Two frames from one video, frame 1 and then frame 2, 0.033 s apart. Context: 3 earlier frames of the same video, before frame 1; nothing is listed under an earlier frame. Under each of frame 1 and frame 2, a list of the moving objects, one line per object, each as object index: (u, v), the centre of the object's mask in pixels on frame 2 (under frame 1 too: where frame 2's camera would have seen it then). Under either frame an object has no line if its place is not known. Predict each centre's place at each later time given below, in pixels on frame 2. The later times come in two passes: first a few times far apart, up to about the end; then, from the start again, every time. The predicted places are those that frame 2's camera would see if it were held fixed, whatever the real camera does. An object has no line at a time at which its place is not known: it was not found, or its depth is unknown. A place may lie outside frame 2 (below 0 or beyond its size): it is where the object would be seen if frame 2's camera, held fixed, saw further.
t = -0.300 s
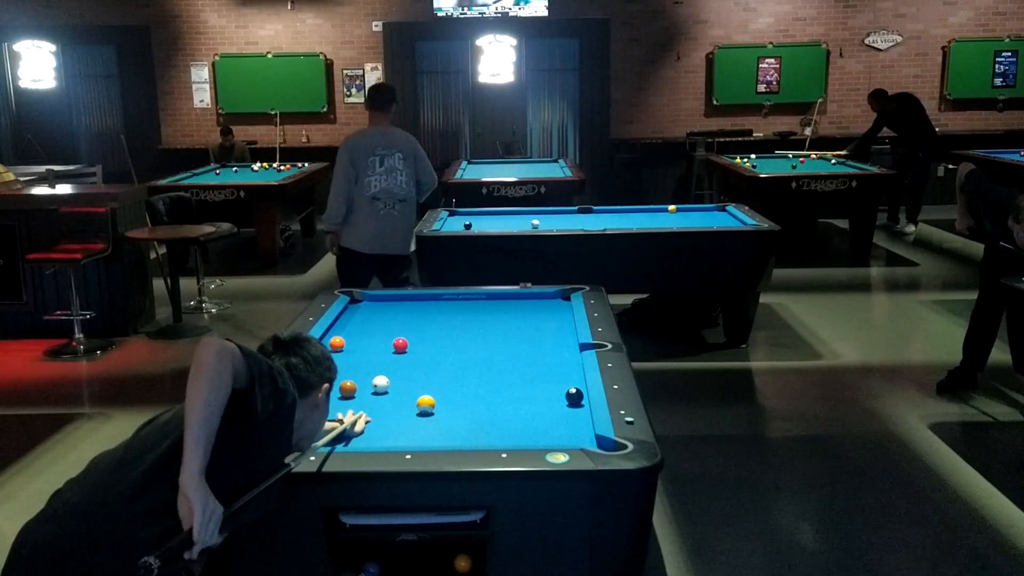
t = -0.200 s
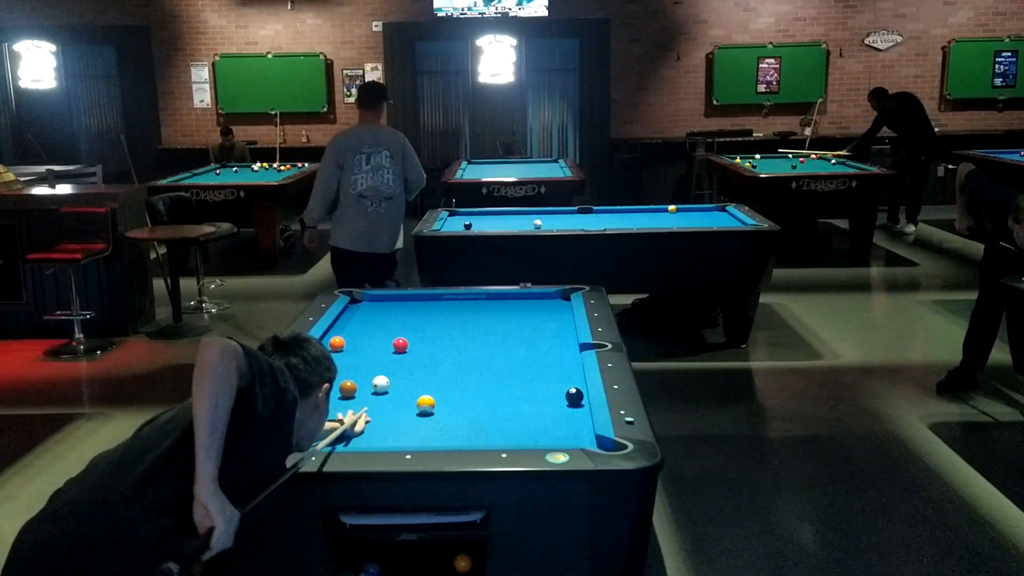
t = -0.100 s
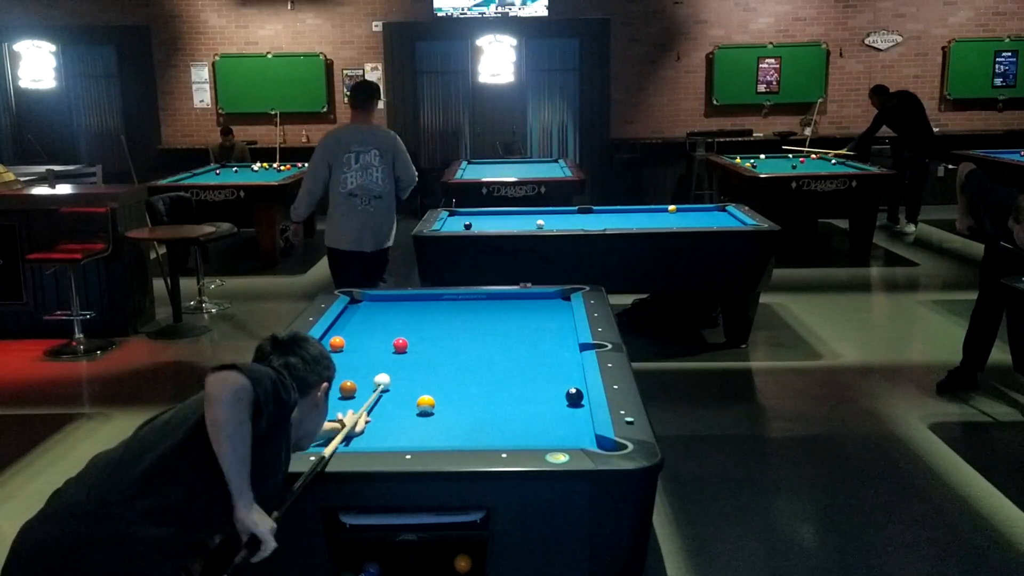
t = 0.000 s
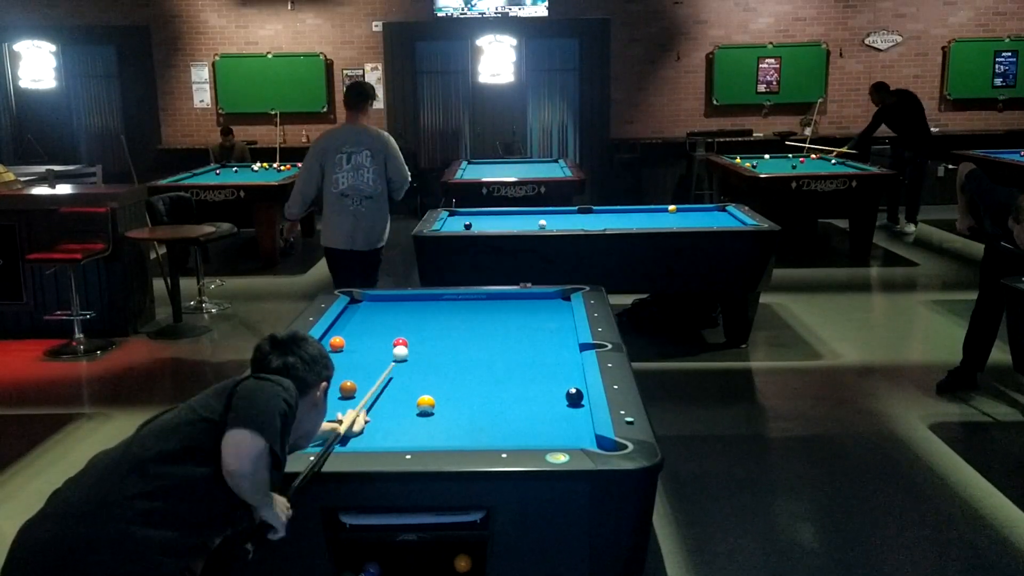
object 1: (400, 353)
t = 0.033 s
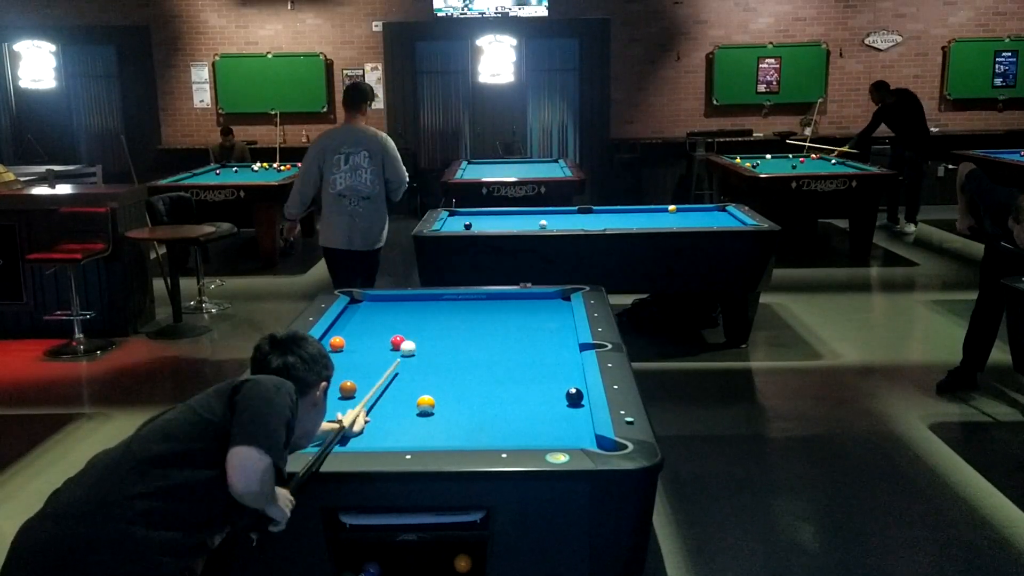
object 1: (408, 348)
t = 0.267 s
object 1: (465, 341)
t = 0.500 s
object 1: (515, 335)
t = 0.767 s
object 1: (568, 329)
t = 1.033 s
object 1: (544, 330)
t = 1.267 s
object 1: (523, 330)
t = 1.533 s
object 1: (501, 331)
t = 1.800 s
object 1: (481, 332)
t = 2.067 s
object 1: (463, 332)
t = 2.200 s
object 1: (454, 332)
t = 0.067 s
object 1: (418, 347)
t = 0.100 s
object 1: (426, 346)
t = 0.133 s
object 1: (435, 345)
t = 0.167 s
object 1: (442, 344)
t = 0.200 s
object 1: (450, 343)
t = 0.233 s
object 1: (457, 342)
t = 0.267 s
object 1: (465, 341)
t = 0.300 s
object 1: (472, 340)
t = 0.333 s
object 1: (479, 340)
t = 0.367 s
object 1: (486, 339)
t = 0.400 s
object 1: (494, 338)
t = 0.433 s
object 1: (501, 337)
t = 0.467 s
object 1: (508, 336)
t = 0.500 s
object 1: (515, 335)
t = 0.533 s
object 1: (522, 335)
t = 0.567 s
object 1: (528, 334)
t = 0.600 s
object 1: (535, 333)
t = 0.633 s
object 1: (542, 332)
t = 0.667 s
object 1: (549, 331)
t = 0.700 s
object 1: (555, 331)
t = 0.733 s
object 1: (562, 330)
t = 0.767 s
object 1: (568, 329)
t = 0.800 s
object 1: (566, 329)
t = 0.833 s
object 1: (562, 329)
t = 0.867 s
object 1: (559, 329)
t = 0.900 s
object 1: (556, 330)
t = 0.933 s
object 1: (553, 330)
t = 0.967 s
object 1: (550, 330)
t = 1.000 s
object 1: (547, 330)
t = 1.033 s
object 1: (544, 330)
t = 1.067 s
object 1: (541, 330)
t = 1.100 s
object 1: (538, 330)
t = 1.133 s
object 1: (535, 330)
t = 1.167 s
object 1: (532, 330)
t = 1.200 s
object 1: (529, 330)
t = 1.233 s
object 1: (526, 330)
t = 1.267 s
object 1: (523, 330)
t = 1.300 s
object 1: (520, 330)
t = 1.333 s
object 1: (517, 331)
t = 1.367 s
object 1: (514, 331)
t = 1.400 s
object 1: (512, 331)
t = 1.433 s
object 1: (509, 331)
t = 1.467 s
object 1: (506, 330)
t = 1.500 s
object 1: (504, 331)
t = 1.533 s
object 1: (501, 331)
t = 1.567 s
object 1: (499, 331)
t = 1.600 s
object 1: (496, 331)
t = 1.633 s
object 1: (493, 331)
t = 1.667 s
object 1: (491, 331)
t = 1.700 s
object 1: (488, 331)
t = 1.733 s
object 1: (486, 331)
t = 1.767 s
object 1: (484, 332)
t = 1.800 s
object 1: (481, 332)
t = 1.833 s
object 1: (479, 332)
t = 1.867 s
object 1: (477, 332)
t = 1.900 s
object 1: (474, 332)
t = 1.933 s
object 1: (472, 332)
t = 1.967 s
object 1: (469, 332)
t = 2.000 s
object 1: (467, 332)
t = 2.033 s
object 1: (465, 332)
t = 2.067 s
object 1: (463, 332)
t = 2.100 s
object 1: (461, 332)
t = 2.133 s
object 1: (459, 332)
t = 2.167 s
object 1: (456, 332)
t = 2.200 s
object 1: (454, 332)
